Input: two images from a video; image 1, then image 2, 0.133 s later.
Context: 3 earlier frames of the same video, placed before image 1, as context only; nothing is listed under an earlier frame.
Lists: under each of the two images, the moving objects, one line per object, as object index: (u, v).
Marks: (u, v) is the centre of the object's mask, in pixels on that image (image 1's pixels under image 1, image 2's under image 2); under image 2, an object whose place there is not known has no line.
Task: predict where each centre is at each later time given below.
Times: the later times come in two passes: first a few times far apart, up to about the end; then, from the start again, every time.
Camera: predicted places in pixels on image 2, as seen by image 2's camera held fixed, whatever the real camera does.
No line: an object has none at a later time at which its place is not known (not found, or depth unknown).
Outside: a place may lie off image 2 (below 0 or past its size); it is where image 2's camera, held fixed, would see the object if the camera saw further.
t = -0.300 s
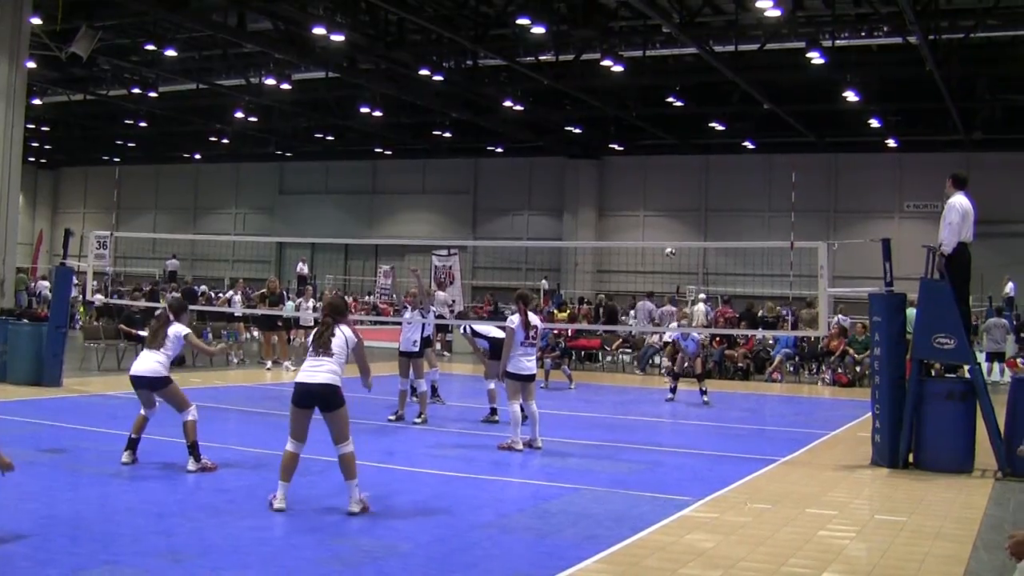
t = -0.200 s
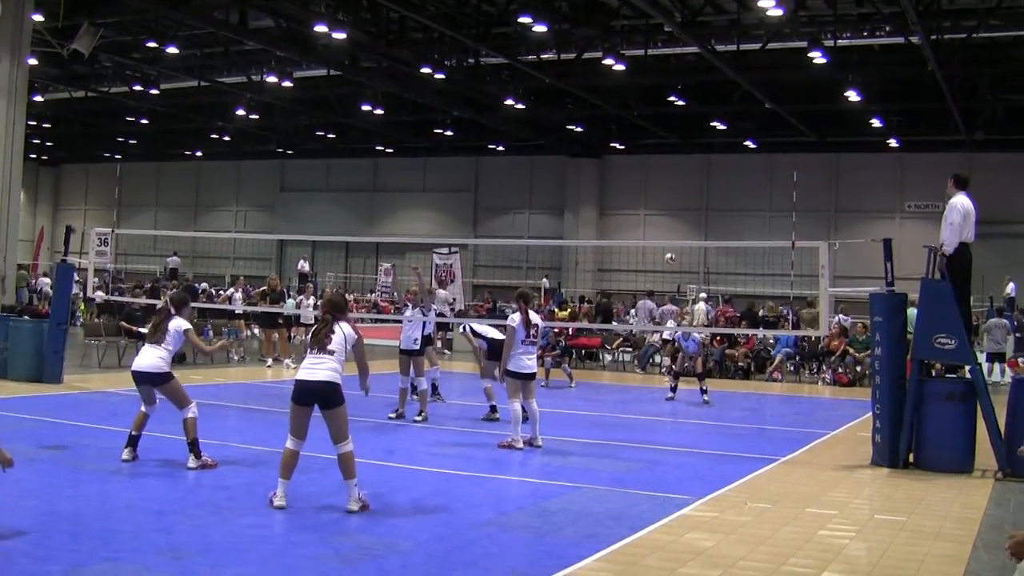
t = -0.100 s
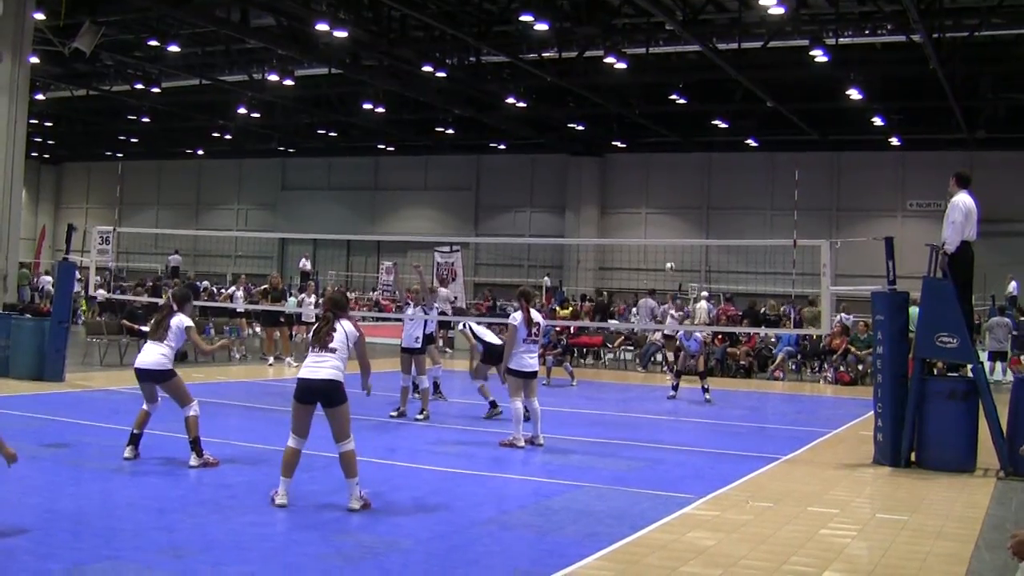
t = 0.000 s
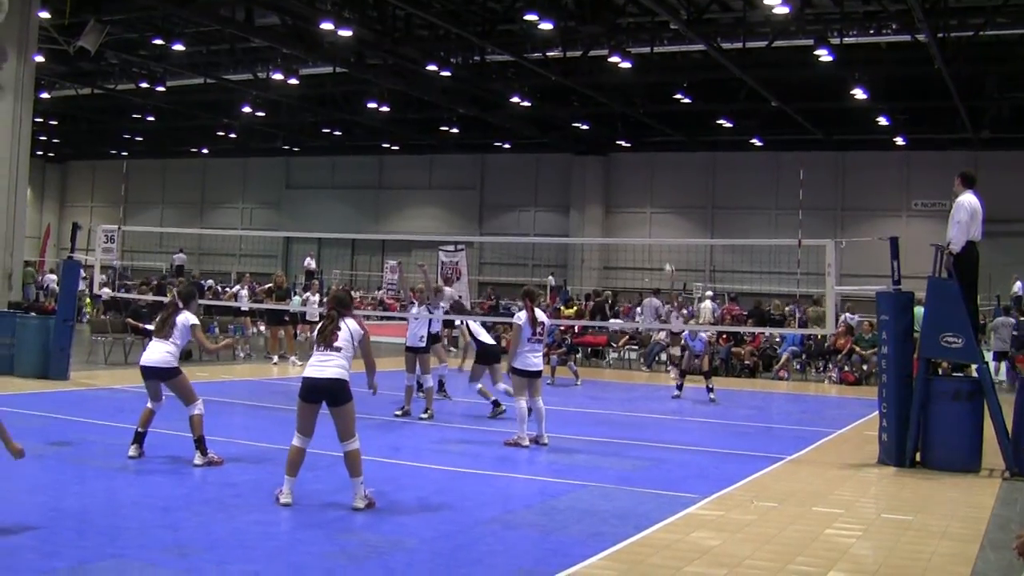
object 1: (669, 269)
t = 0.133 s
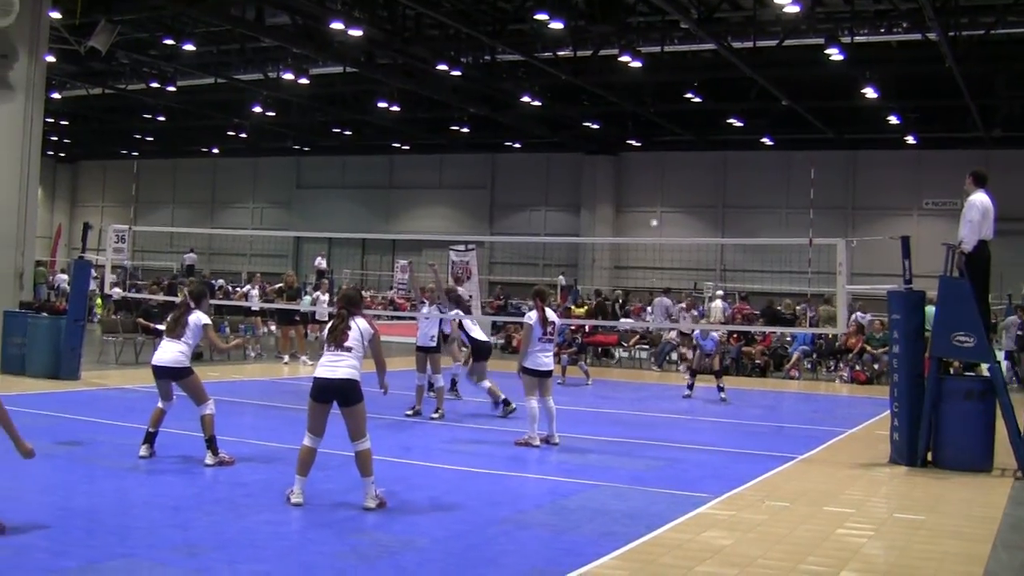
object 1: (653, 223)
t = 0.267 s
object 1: (629, 189)
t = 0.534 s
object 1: (578, 135)
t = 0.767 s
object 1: (529, 122)
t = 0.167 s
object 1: (648, 213)
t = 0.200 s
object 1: (642, 206)
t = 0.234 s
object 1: (636, 198)
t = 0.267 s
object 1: (629, 189)
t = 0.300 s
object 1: (622, 181)
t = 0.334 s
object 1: (616, 173)
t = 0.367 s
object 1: (610, 165)
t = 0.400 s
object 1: (604, 159)
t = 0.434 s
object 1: (597, 152)
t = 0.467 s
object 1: (591, 146)
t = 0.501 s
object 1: (585, 140)
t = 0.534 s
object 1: (578, 135)
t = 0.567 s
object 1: (572, 130)
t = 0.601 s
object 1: (565, 126)
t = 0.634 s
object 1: (559, 124)
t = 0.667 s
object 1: (552, 122)
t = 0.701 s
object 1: (545, 121)
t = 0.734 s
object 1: (537, 121)
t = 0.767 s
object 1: (529, 122)
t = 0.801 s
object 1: (521, 125)
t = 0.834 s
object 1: (511, 130)
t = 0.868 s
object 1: (502, 135)
